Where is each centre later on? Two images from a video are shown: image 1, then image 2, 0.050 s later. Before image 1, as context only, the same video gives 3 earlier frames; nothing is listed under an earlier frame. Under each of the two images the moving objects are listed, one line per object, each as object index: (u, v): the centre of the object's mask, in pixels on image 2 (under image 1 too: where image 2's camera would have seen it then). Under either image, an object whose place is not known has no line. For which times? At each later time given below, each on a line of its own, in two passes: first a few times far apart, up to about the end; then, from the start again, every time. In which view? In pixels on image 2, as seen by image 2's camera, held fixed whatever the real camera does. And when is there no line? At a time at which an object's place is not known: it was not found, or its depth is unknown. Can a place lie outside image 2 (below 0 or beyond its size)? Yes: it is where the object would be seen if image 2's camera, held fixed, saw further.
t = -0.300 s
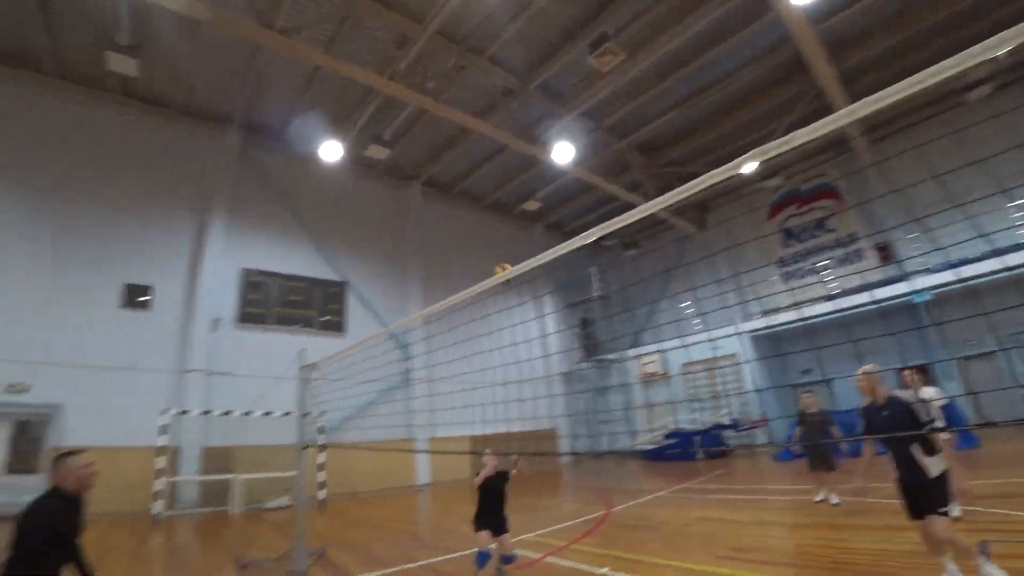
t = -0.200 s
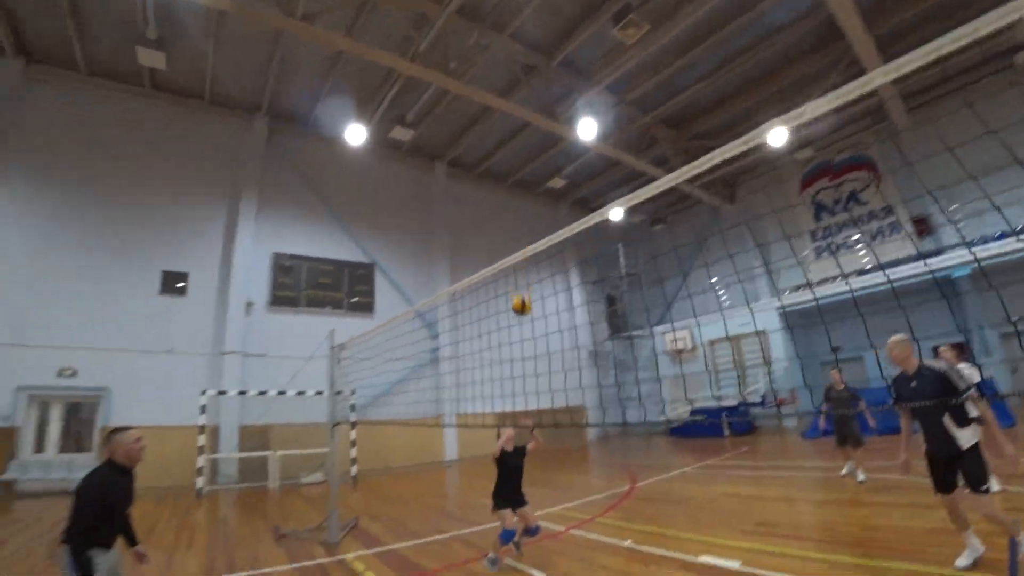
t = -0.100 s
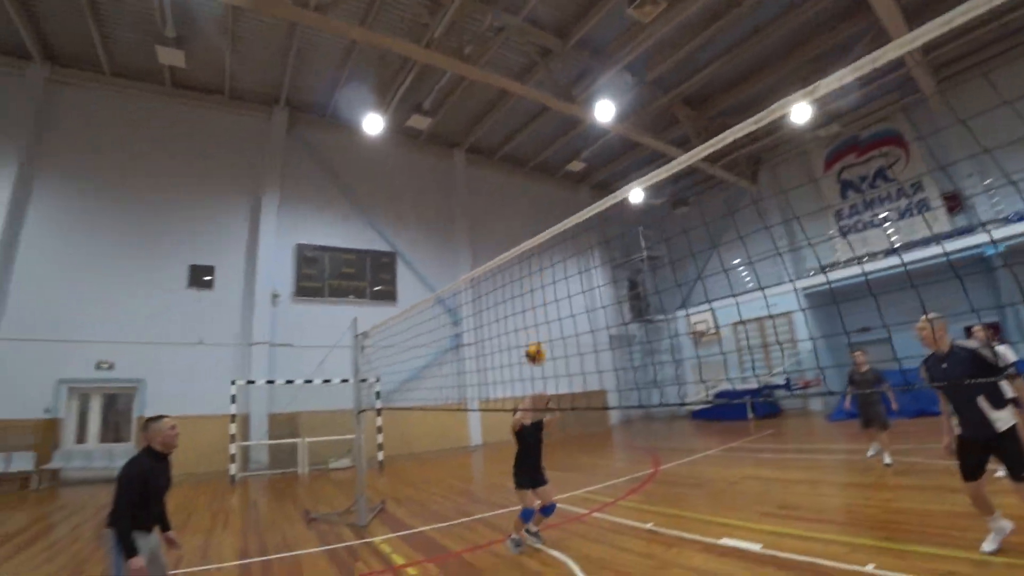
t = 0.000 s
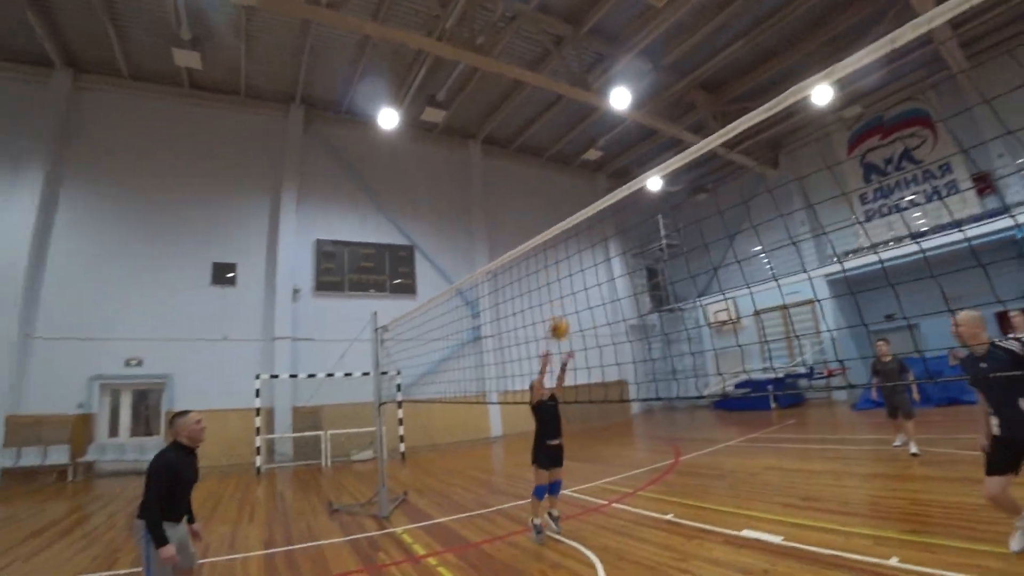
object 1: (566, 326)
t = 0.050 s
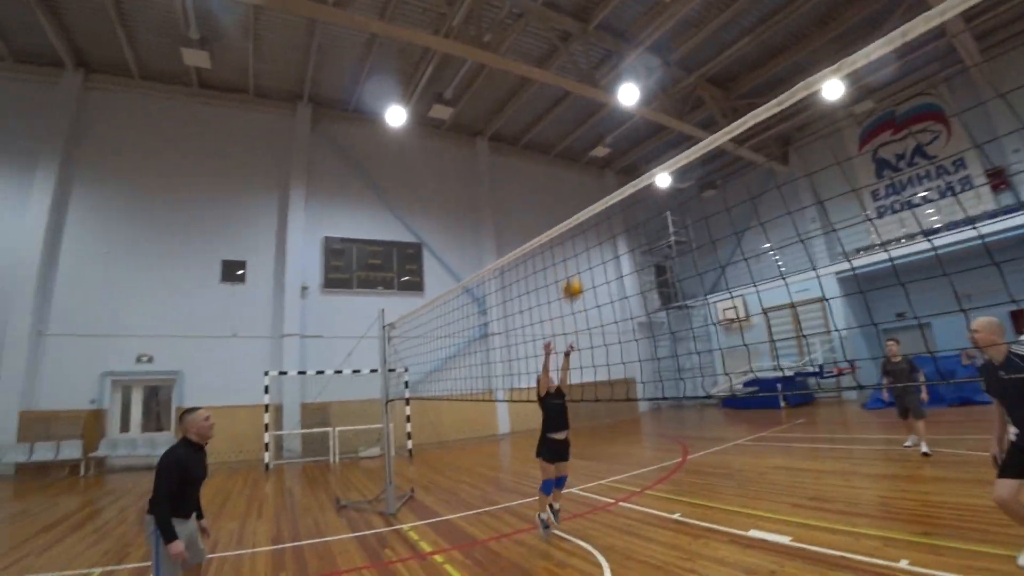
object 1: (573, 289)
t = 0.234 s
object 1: (597, 157)
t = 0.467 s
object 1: (634, 12)
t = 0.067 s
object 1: (575, 277)
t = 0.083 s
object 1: (577, 264)
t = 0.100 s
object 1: (580, 251)
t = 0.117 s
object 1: (582, 239)
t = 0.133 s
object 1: (584, 227)
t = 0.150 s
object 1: (586, 223)
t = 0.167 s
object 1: (587, 197)
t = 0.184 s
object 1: (591, 189)
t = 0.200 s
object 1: (594, 180)
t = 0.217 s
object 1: (594, 168)
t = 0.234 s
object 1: (597, 157)
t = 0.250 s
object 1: (599, 147)
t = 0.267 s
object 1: (601, 135)
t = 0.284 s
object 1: (604, 125)
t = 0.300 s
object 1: (606, 114)
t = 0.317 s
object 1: (607, 103)
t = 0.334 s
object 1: (607, 93)
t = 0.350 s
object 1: (611, 81)
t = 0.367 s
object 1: (615, 71)
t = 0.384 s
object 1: (619, 62)
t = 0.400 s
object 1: (622, 52)
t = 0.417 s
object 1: (626, 42)
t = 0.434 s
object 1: (630, 33)
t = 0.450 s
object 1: (631, 22)
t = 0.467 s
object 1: (634, 12)
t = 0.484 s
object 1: (636, 2)
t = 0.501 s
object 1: (640, -8)
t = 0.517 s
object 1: (645, -19)
